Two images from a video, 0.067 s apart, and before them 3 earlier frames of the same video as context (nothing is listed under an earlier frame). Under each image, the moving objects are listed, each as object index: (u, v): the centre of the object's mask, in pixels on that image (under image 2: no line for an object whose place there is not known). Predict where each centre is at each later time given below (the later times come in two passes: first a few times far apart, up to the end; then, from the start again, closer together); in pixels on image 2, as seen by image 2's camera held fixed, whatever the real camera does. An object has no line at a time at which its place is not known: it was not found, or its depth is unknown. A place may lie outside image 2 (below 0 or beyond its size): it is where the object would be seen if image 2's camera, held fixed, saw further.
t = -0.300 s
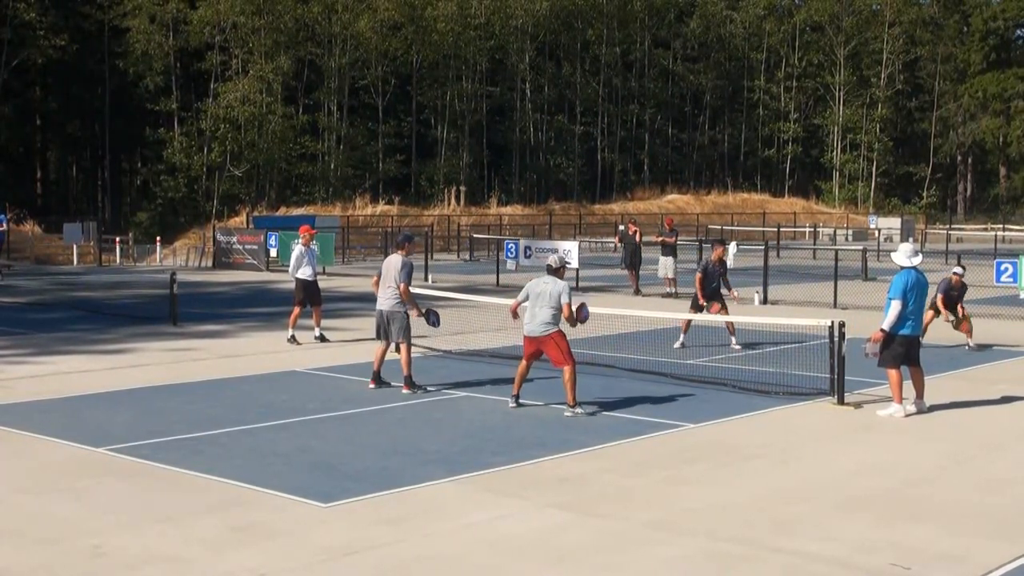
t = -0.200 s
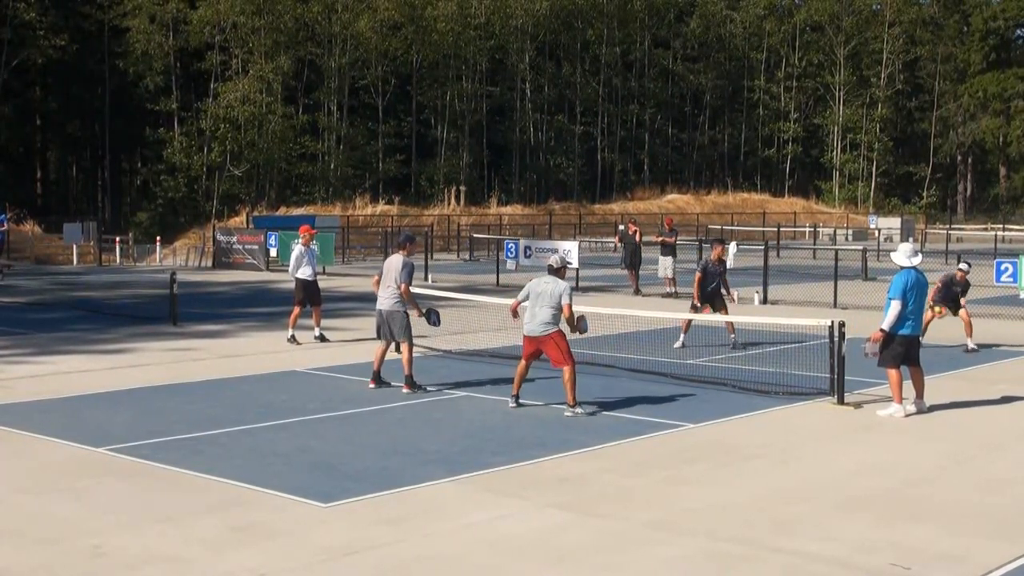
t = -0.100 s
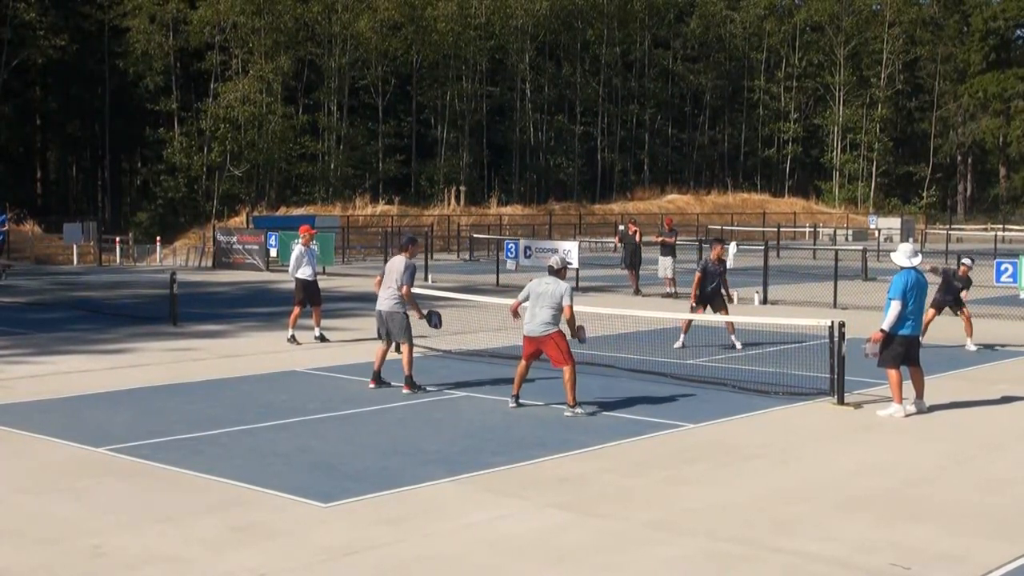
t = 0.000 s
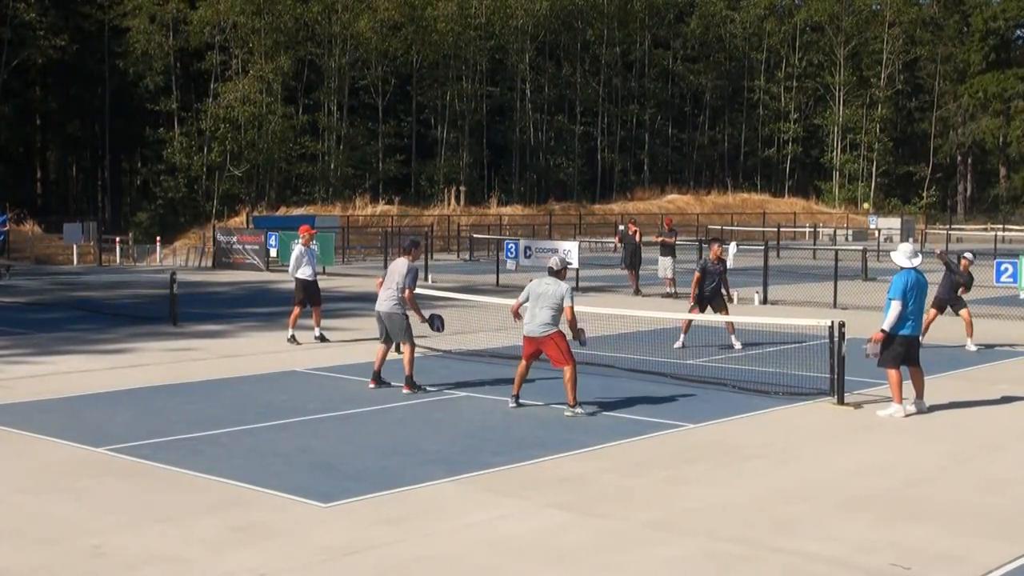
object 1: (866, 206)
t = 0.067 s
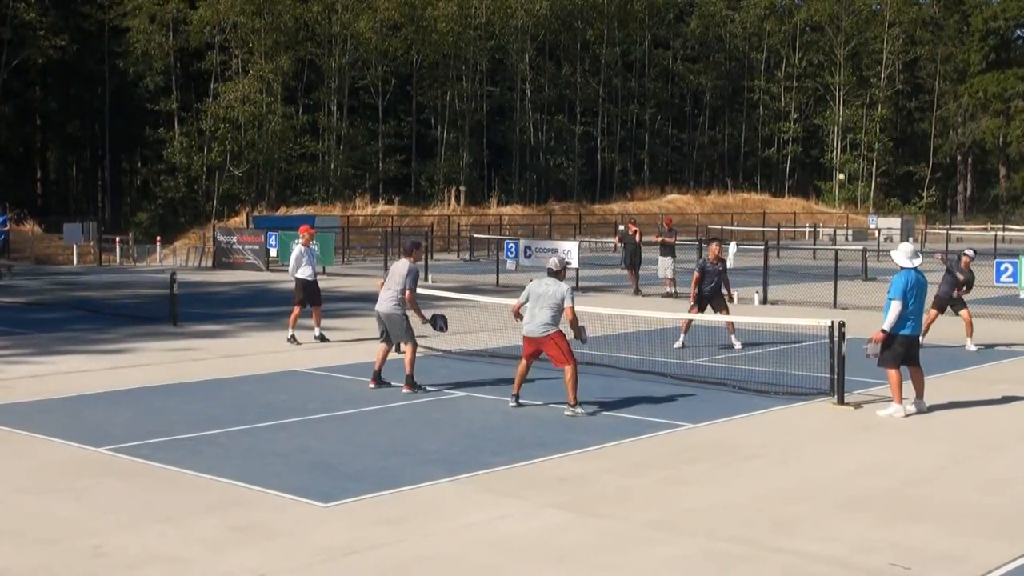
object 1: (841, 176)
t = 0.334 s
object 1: (737, 93)
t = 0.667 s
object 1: (595, 66)
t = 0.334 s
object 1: (737, 93)
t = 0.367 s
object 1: (723, 86)
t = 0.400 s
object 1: (709, 80)
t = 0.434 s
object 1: (695, 75)
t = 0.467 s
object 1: (681, 71)
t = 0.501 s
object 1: (667, 68)
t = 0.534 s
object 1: (653, 66)
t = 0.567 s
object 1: (638, 64)
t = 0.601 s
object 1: (624, 64)
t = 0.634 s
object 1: (609, 64)
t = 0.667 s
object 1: (595, 66)
